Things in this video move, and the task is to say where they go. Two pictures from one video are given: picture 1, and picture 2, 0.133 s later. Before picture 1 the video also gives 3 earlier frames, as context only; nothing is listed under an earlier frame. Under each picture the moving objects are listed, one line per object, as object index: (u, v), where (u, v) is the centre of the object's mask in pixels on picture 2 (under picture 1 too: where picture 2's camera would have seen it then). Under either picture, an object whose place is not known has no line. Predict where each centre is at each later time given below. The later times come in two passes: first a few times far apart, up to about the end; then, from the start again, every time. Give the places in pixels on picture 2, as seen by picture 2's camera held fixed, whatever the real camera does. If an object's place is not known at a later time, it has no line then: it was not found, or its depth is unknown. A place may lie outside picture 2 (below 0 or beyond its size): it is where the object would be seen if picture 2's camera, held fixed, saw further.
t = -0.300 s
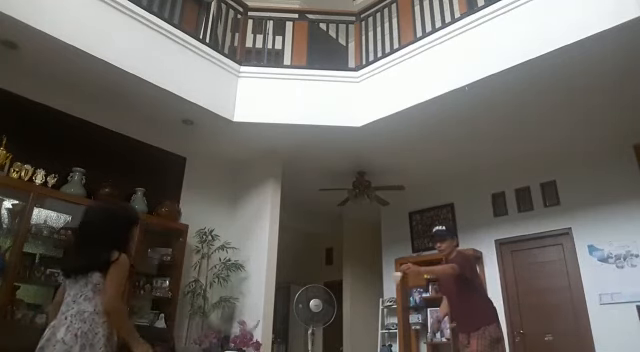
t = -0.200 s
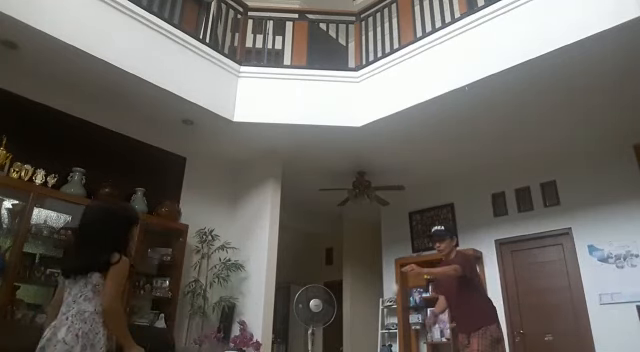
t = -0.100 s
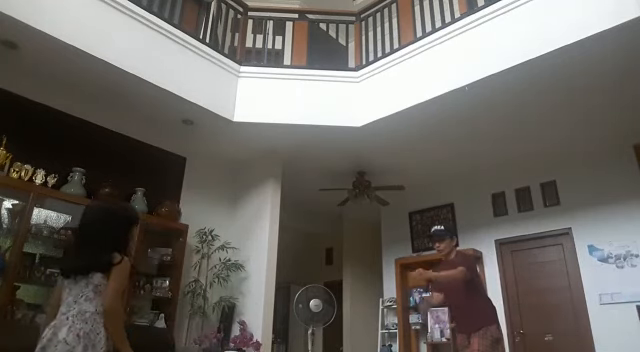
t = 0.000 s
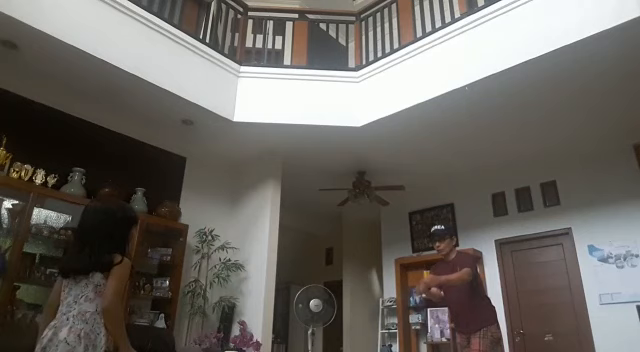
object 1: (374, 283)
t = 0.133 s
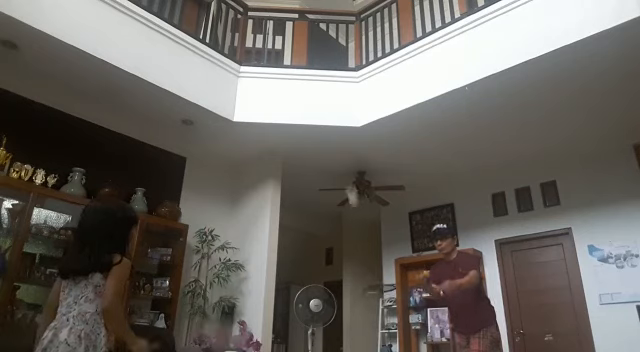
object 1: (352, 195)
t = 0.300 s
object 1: (333, 126)
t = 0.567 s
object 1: (289, 94)
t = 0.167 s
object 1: (348, 181)
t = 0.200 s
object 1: (345, 165)
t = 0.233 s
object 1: (341, 152)
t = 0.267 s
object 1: (337, 137)
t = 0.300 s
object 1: (333, 126)
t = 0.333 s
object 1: (327, 116)
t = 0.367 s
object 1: (323, 107)
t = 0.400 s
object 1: (317, 101)
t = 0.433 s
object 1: (312, 96)
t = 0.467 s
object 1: (306, 93)
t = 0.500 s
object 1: (301, 92)
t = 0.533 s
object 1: (295, 92)
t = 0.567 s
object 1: (289, 94)
